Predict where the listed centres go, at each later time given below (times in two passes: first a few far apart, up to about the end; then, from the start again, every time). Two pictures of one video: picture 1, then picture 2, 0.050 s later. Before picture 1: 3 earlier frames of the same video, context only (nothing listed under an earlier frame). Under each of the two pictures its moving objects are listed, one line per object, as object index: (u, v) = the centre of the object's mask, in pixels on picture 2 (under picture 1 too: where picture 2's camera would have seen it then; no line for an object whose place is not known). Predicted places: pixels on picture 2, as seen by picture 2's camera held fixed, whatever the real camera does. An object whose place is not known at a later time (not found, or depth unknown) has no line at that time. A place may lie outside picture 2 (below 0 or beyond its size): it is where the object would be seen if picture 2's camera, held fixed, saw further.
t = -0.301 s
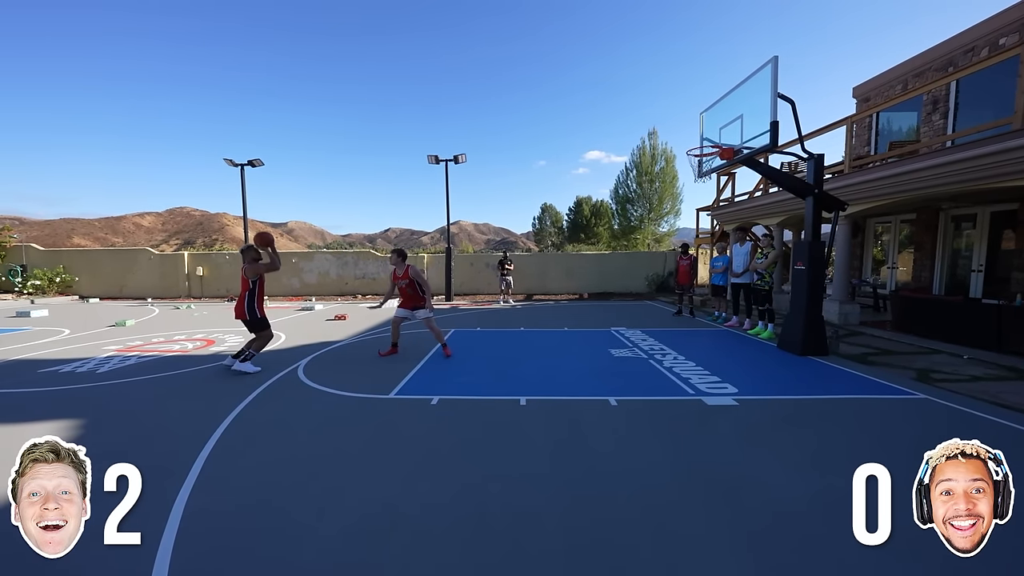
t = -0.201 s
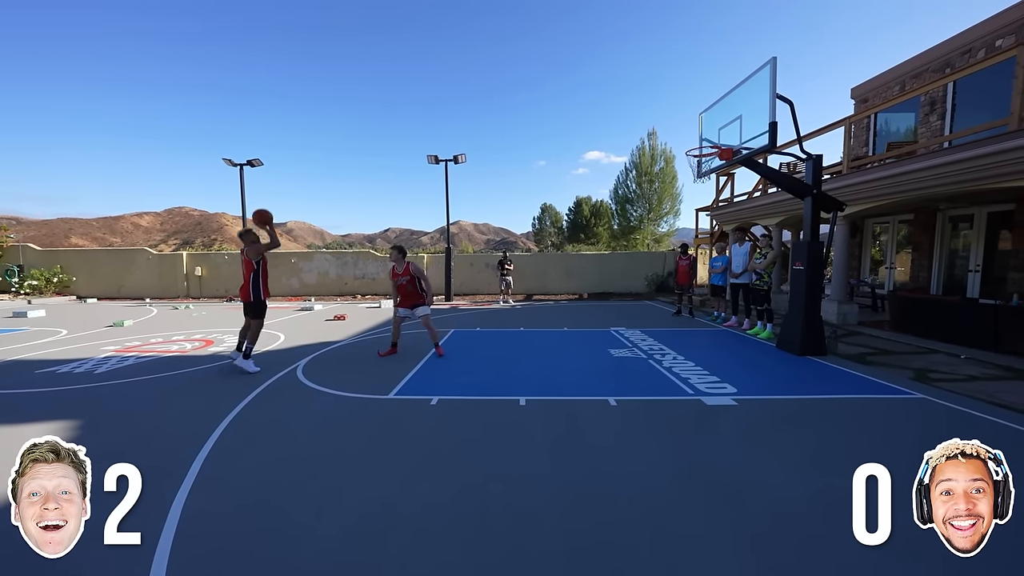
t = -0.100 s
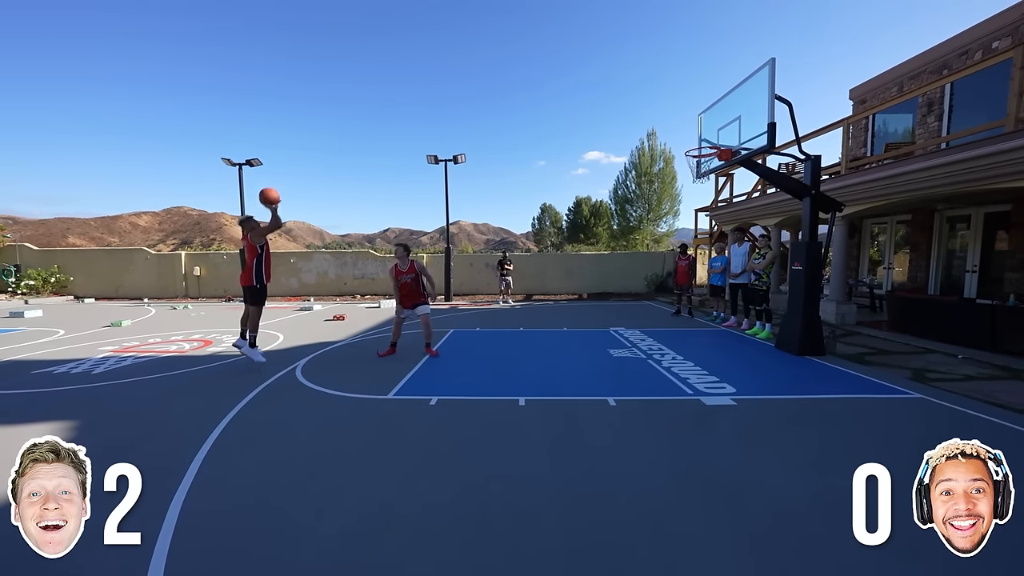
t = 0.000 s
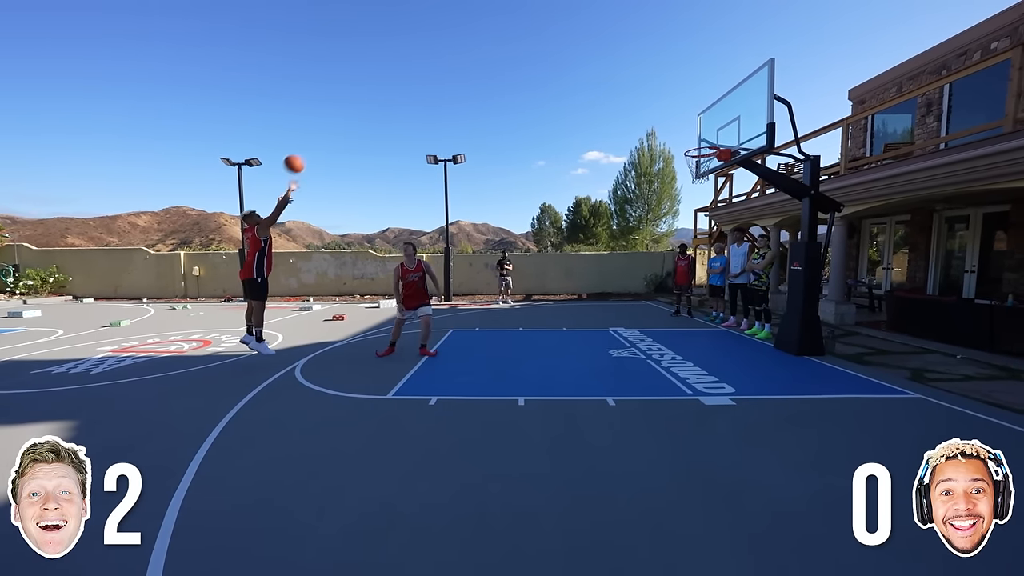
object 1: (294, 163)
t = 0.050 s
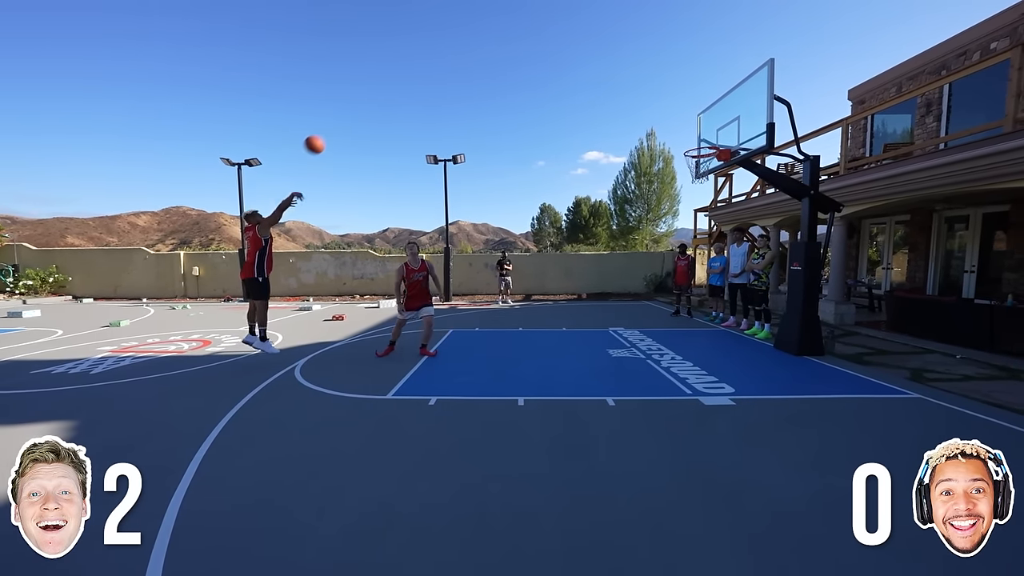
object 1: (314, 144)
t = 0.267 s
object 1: (403, 82)
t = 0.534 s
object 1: (508, 54)
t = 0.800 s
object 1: (605, 75)
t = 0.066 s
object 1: (321, 138)
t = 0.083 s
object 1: (328, 132)
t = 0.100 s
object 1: (335, 127)
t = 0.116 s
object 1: (342, 121)
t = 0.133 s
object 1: (348, 116)
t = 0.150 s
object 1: (355, 111)
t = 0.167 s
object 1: (362, 106)
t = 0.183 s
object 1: (369, 102)
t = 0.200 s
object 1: (376, 97)
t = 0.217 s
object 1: (383, 93)
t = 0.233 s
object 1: (389, 89)
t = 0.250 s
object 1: (396, 85)
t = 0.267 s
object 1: (403, 82)
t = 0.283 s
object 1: (410, 78)
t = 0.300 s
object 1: (416, 75)
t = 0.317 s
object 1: (423, 72)
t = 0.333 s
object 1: (429, 70)
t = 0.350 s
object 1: (436, 67)
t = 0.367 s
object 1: (443, 65)
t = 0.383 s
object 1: (449, 63)
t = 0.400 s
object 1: (456, 61)
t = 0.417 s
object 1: (462, 60)
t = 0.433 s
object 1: (469, 58)
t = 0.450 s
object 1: (475, 57)
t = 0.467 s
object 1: (482, 56)
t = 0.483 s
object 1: (488, 55)
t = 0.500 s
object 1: (495, 55)
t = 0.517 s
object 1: (501, 54)
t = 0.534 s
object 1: (508, 54)
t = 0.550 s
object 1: (514, 54)
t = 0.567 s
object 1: (520, 54)
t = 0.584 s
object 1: (526, 54)
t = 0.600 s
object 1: (532, 55)
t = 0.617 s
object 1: (539, 55)
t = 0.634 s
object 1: (545, 56)
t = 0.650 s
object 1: (551, 57)
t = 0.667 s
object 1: (557, 58)
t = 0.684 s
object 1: (563, 60)
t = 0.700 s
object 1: (569, 61)
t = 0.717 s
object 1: (575, 63)
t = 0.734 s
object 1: (581, 65)
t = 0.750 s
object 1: (587, 67)
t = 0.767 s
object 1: (593, 70)
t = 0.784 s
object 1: (599, 72)
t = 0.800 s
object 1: (605, 75)
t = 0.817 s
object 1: (610, 78)
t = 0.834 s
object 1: (616, 81)
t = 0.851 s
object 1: (622, 84)
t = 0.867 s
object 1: (628, 87)
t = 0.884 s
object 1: (633, 91)
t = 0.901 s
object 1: (639, 94)
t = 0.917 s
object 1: (645, 98)
